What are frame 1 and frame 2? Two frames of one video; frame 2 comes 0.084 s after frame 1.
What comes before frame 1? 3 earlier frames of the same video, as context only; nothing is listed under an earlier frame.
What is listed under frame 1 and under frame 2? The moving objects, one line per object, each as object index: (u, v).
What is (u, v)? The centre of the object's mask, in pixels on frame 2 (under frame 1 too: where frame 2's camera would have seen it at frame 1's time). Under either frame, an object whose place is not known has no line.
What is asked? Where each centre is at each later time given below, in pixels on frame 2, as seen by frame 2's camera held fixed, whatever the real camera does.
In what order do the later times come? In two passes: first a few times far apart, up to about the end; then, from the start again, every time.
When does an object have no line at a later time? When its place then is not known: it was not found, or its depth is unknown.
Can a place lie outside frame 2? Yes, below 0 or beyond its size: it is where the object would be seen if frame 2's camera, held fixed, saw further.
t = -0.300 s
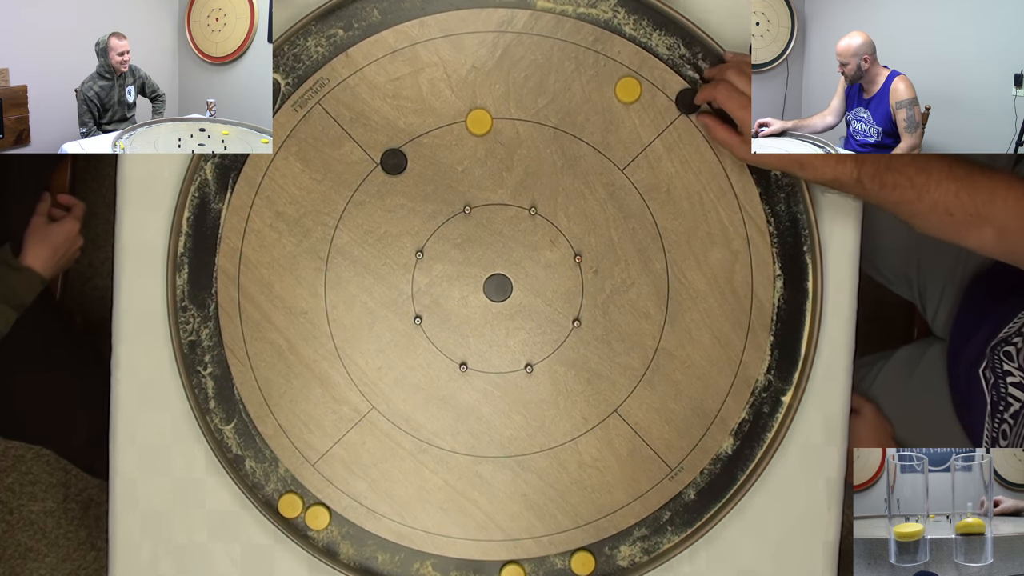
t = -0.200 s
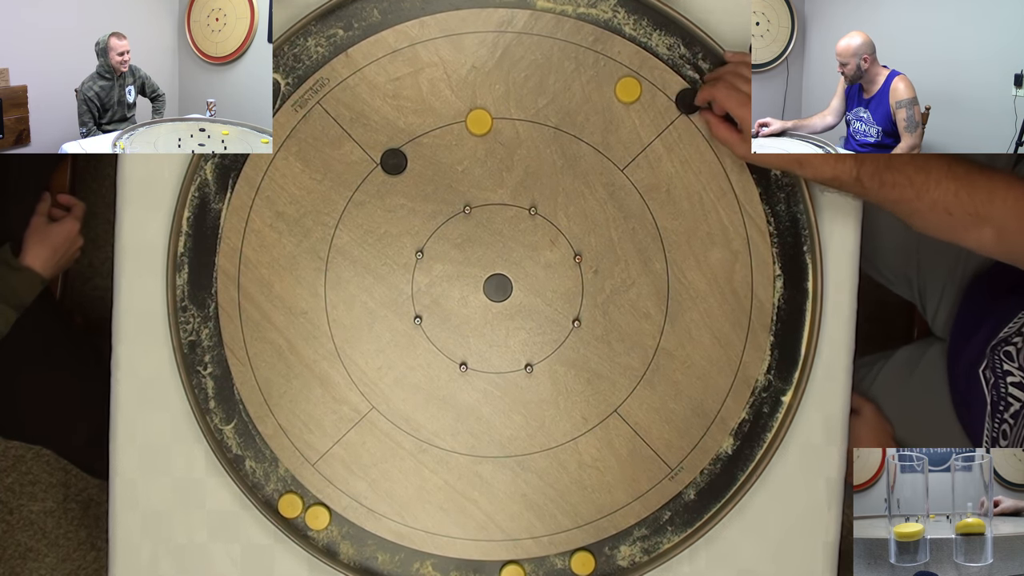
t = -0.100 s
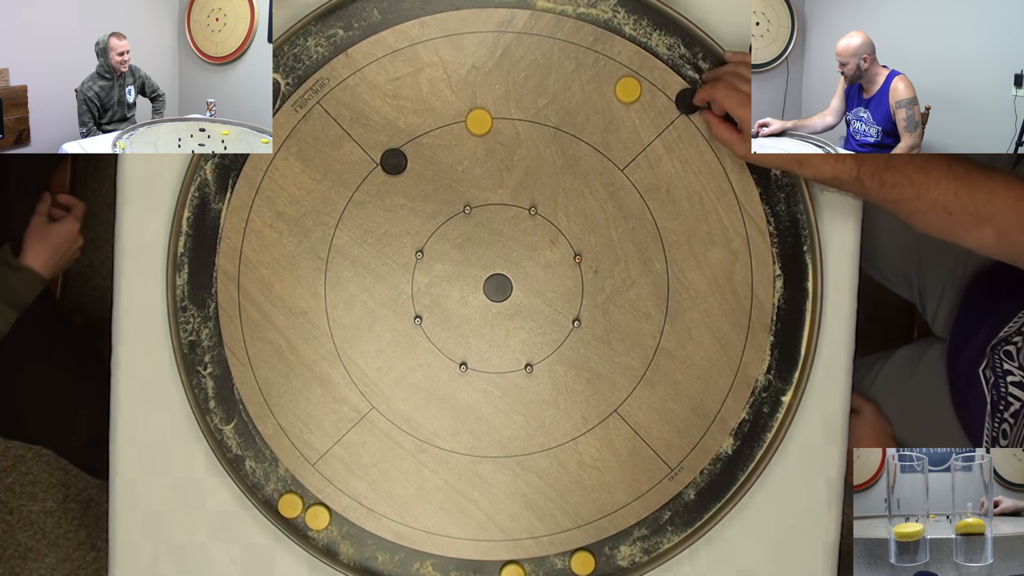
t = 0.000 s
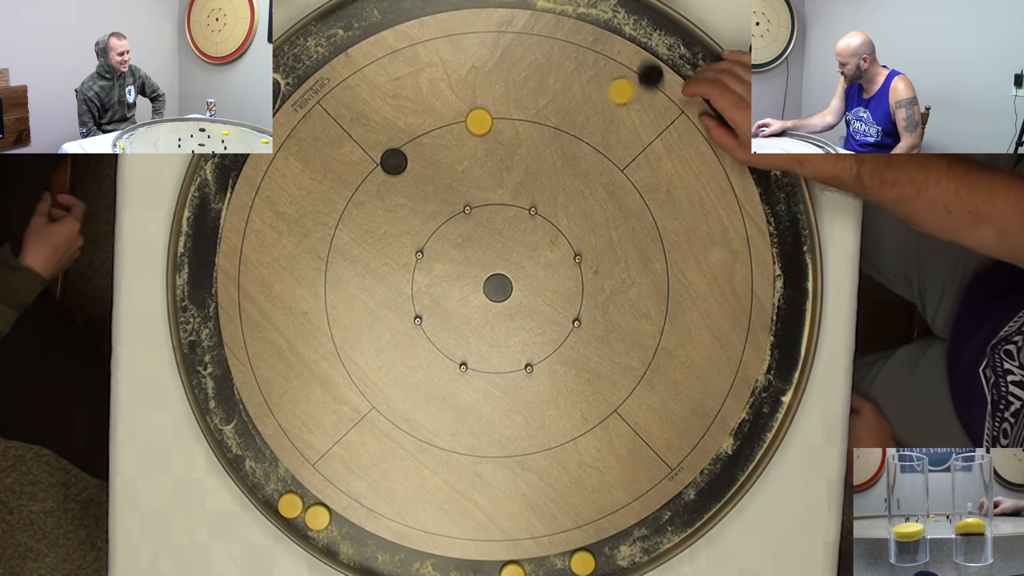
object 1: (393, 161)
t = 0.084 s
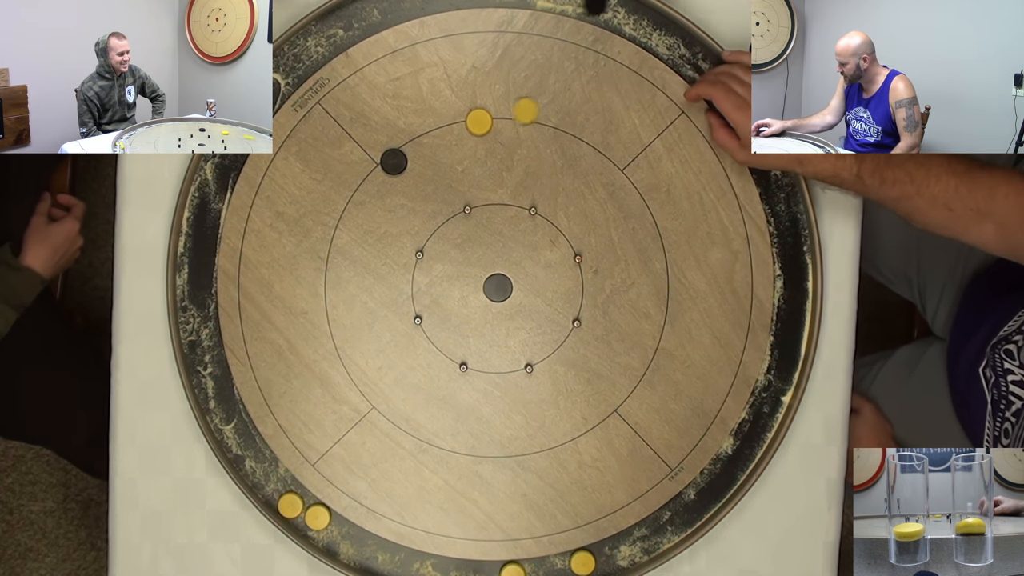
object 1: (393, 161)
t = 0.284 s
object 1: (343, 205)
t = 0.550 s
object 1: (263, 276)
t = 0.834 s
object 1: (245, 294)
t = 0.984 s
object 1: (245, 294)
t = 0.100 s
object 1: (393, 161)
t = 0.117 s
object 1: (393, 161)
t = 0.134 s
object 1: (393, 161)
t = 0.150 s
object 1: (393, 162)
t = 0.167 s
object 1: (393, 161)
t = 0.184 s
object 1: (391, 164)
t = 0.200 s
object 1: (382, 171)
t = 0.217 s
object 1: (374, 178)
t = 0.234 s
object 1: (366, 185)
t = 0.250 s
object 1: (357, 192)
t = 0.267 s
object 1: (350, 198)
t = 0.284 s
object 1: (343, 205)
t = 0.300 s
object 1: (336, 211)
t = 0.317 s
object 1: (328, 217)
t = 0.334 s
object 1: (322, 223)
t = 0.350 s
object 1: (315, 228)
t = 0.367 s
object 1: (310, 234)
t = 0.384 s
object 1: (304, 239)
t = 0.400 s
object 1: (299, 244)
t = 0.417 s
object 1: (294, 248)
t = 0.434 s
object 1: (289, 253)
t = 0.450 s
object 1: (285, 256)
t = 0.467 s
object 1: (281, 260)
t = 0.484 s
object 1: (277, 264)
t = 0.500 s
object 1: (273, 267)
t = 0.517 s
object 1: (270, 270)
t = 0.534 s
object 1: (266, 274)
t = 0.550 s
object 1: (263, 276)
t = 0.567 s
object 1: (261, 279)
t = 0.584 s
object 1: (258, 281)
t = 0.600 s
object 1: (256, 284)
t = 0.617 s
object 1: (253, 286)
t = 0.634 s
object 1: (252, 287)
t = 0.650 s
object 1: (250, 289)
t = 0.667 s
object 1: (249, 290)
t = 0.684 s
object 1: (248, 291)
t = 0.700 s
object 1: (247, 292)
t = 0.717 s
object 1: (246, 293)
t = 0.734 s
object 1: (245, 294)
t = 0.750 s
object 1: (245, 294)
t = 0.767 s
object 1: (245, 294)
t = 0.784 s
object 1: (245, 294)
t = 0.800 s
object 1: (245, 294)
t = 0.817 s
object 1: (245, 294)
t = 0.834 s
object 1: (245, 294)
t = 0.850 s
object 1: (245, 294)
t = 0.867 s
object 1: (245, 294)
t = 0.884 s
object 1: (245, 294)
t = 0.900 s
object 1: (245, 294)
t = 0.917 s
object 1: (245, 294)
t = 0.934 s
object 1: (245, 294)
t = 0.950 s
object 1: (245, 294)
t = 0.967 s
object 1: (245, 294)
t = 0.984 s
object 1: (245, 294)
